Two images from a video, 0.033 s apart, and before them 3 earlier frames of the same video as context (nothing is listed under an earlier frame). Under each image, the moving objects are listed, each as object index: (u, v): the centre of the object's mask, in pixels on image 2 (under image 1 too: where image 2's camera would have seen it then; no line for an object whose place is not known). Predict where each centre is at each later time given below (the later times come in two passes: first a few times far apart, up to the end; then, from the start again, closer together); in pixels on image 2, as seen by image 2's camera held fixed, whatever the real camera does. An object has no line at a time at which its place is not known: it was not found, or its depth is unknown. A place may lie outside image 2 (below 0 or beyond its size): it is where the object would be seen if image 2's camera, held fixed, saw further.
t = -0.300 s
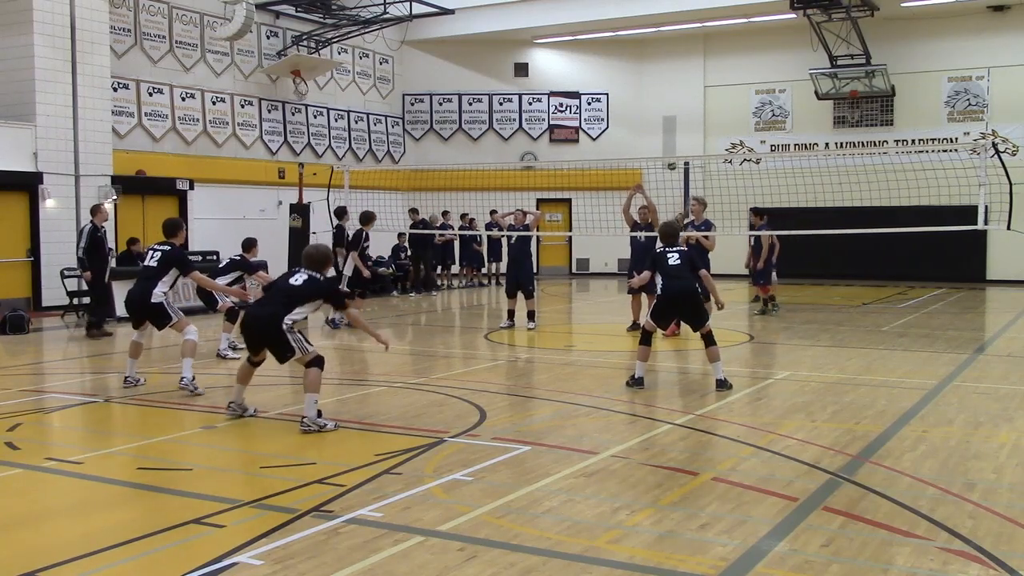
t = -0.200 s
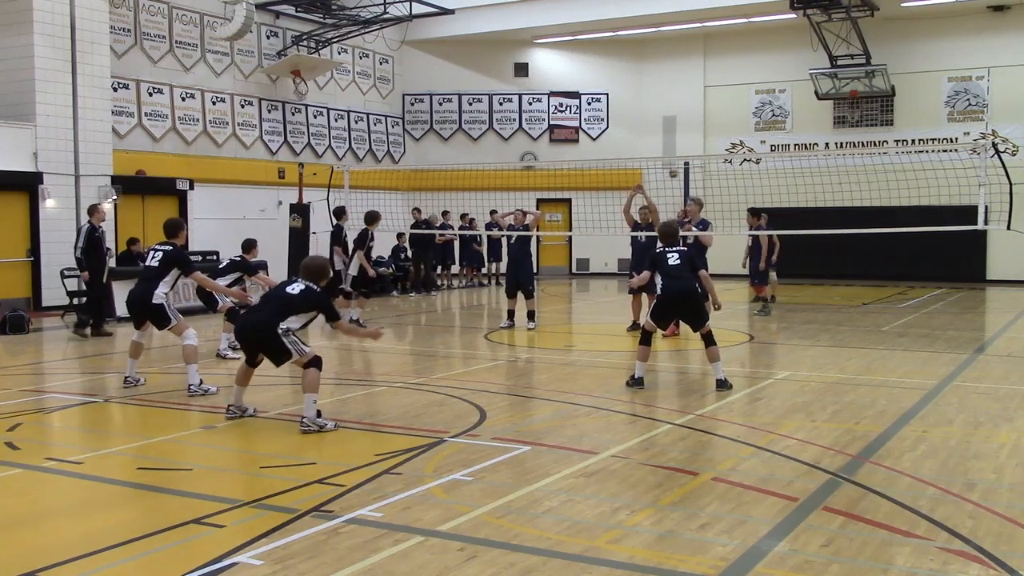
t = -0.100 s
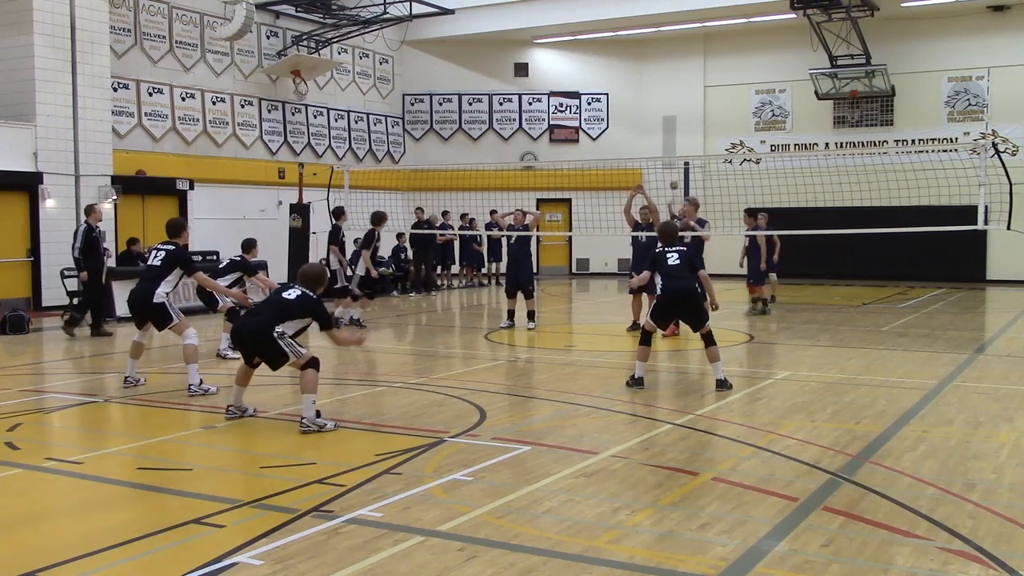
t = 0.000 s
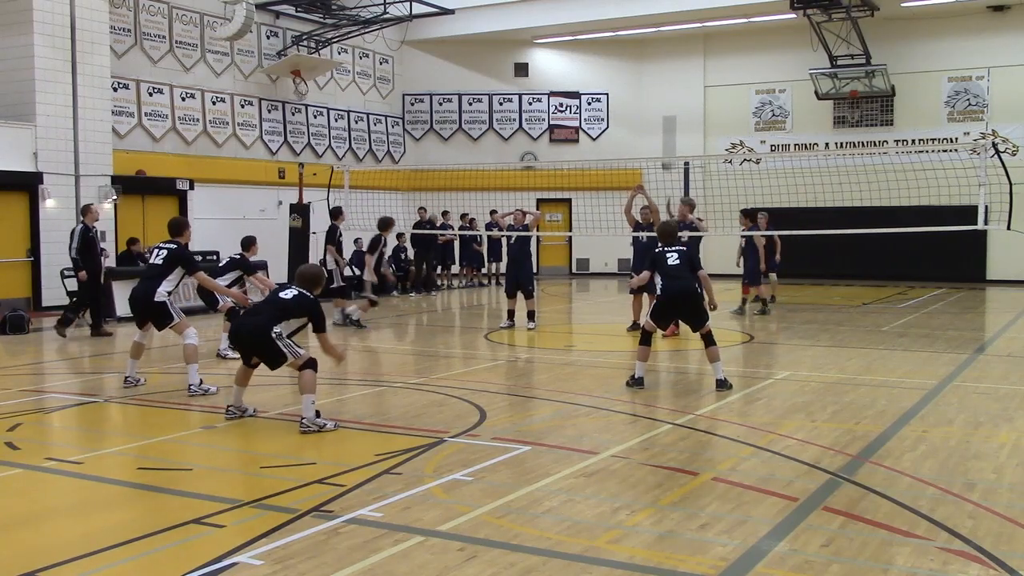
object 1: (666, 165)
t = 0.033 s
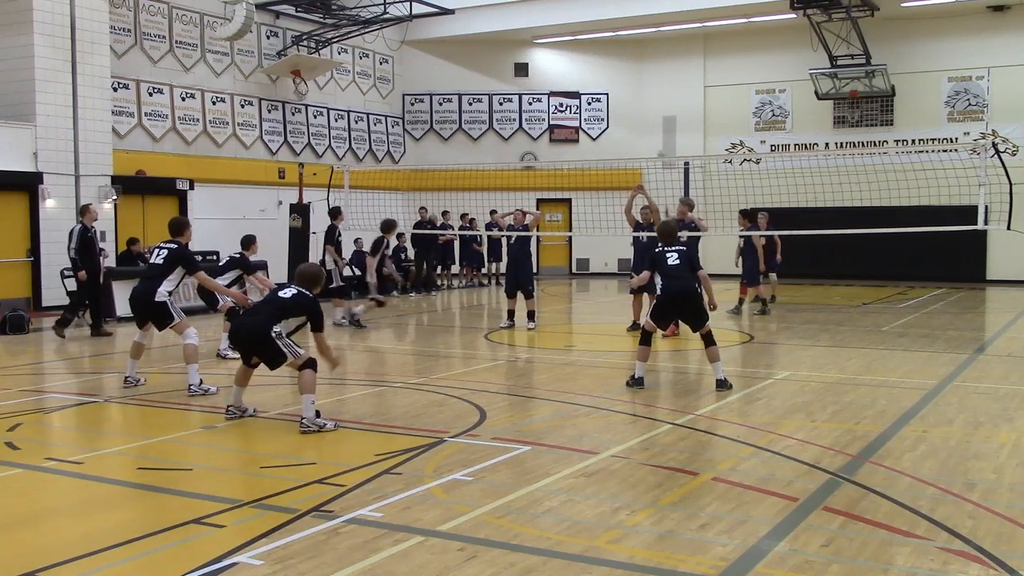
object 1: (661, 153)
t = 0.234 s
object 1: (638, 107)
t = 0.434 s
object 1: (609, 73)
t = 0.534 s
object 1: (592, 64)
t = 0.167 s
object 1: (646, 121)
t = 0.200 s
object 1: (642, 114)
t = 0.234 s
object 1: (638, 107)
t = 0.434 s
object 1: (609, 73)
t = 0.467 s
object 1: (603, 70)
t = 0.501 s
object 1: (598, 67)
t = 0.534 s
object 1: (592, 64)
